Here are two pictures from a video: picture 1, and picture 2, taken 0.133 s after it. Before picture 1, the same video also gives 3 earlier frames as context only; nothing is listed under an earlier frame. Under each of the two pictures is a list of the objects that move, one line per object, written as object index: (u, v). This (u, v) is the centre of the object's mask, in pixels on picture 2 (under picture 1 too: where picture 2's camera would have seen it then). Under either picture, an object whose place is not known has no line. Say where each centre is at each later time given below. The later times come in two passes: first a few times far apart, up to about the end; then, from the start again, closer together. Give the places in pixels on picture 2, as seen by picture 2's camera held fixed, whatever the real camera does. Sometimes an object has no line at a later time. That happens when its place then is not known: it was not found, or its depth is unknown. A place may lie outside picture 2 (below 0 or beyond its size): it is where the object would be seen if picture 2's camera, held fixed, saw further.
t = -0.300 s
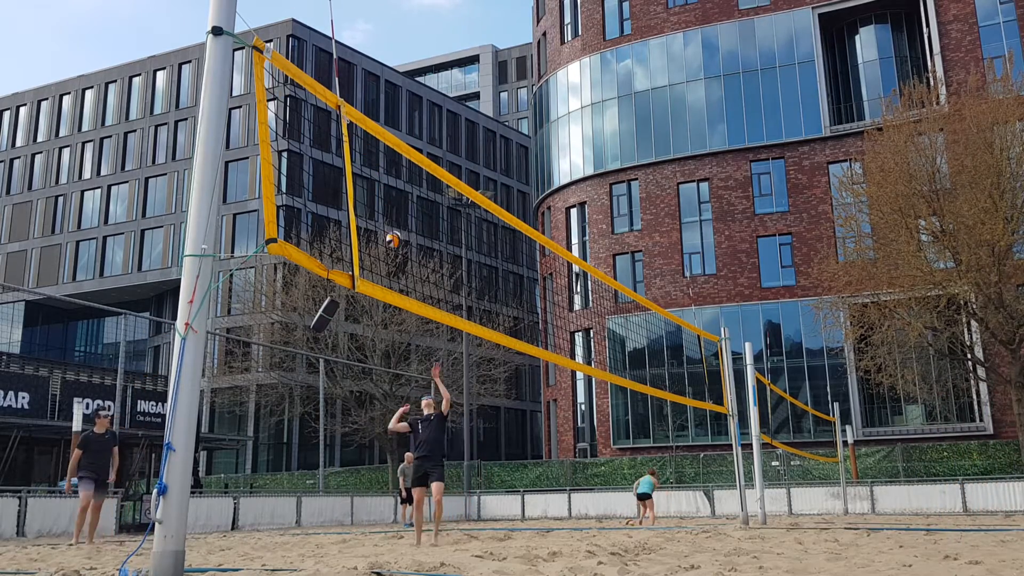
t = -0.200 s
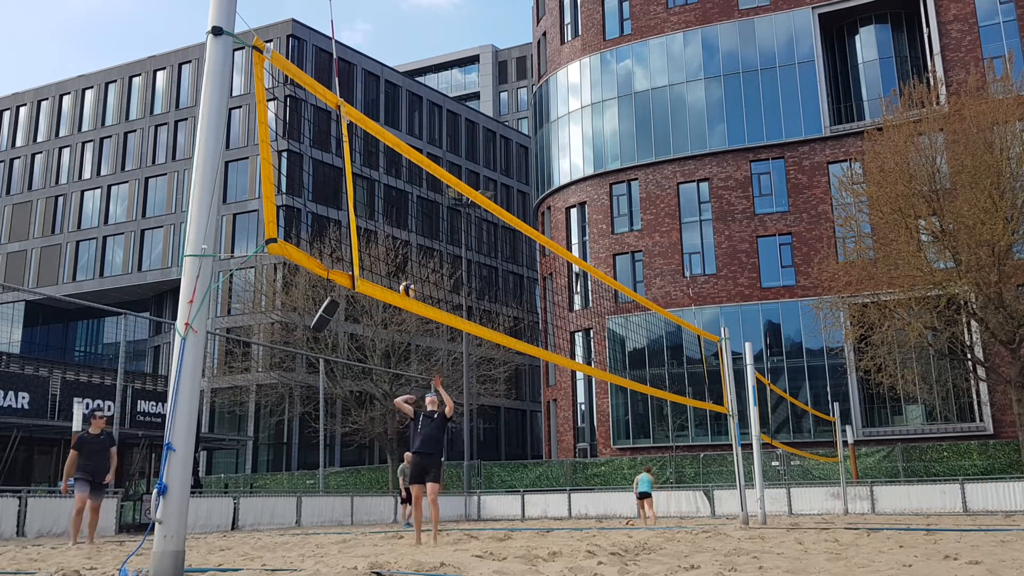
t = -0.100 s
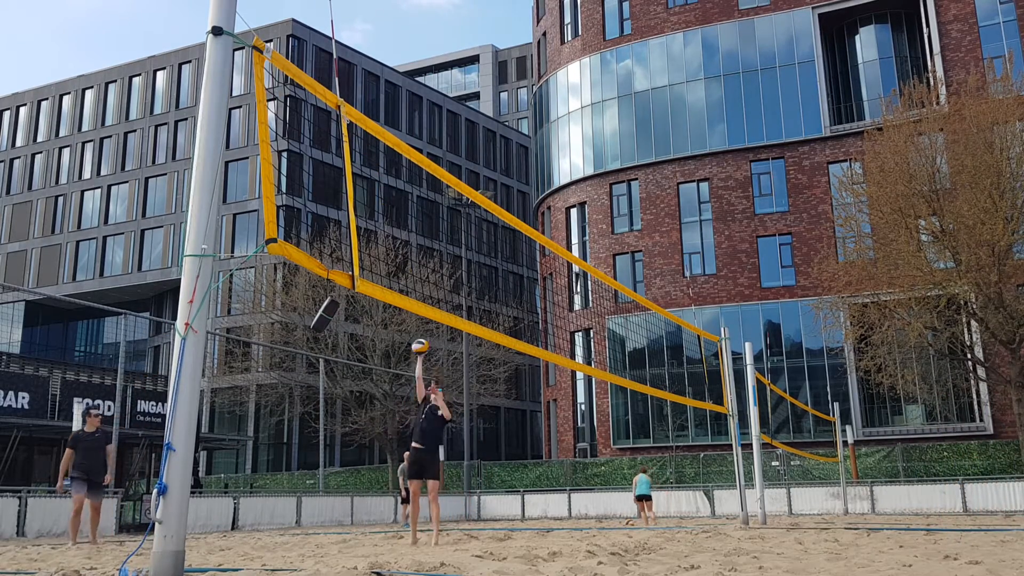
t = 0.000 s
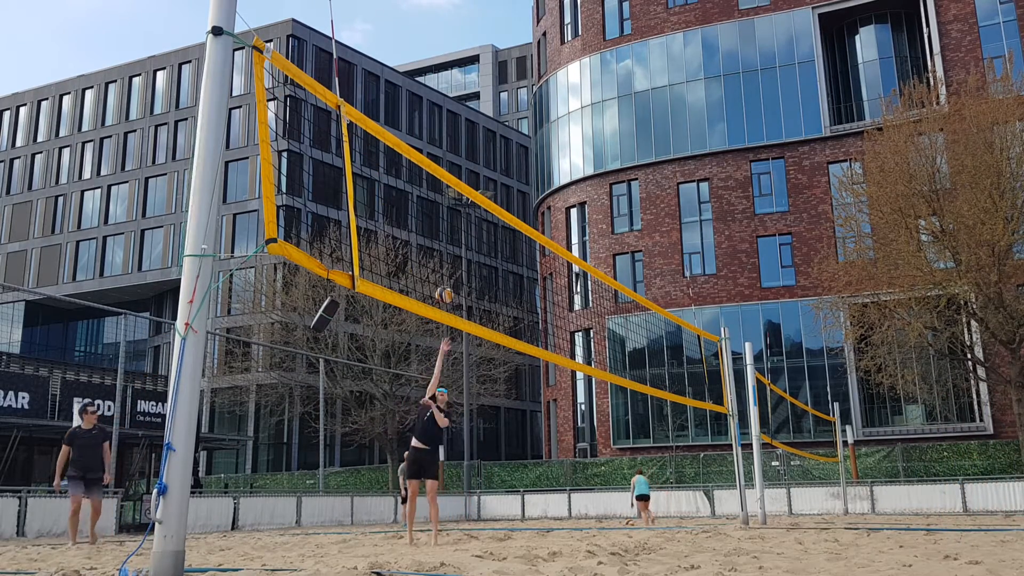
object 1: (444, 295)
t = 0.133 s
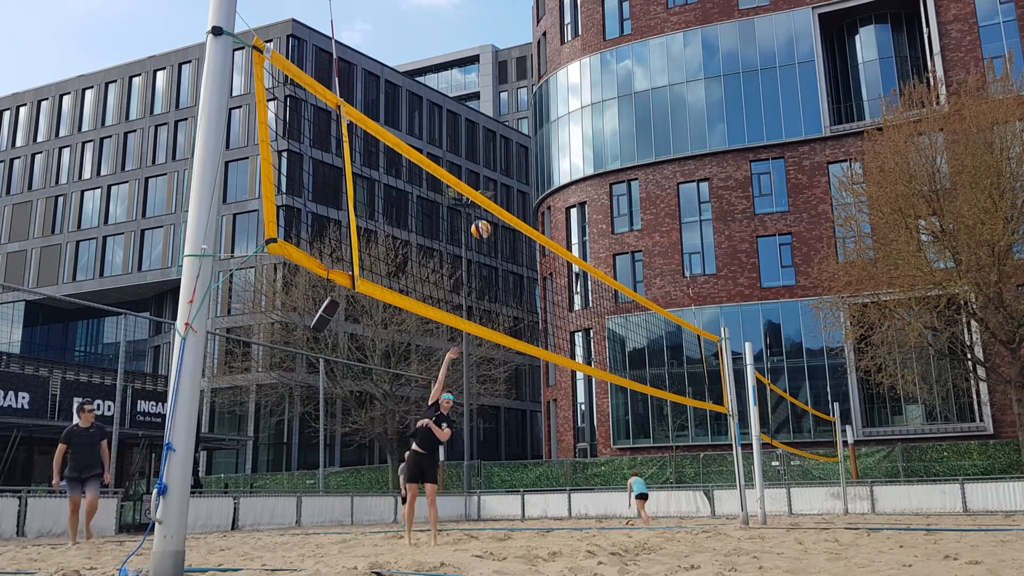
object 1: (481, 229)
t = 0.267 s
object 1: (525, 171)
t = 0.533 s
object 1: (646, 84)
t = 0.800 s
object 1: (862, 65)
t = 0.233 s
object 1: (513, 185)
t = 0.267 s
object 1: (525, 171)
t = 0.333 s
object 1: (549, 146)
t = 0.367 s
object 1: (564, 133)
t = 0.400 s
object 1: (578, 122)
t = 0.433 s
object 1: (594, 112)
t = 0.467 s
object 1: (610, 102)
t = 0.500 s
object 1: (627, 92)
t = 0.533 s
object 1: (646, 84)
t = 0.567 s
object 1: (667, 77)
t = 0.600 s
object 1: (688, 70)
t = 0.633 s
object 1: (711, 65)
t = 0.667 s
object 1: (736, 61)
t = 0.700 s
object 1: (764, 59)
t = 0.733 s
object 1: (794, 59)
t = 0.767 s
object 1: (827, 60)
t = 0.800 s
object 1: (862, 65)
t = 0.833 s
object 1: (903, 72)
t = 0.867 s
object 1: (947, 83)
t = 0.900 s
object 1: (997, 97)
